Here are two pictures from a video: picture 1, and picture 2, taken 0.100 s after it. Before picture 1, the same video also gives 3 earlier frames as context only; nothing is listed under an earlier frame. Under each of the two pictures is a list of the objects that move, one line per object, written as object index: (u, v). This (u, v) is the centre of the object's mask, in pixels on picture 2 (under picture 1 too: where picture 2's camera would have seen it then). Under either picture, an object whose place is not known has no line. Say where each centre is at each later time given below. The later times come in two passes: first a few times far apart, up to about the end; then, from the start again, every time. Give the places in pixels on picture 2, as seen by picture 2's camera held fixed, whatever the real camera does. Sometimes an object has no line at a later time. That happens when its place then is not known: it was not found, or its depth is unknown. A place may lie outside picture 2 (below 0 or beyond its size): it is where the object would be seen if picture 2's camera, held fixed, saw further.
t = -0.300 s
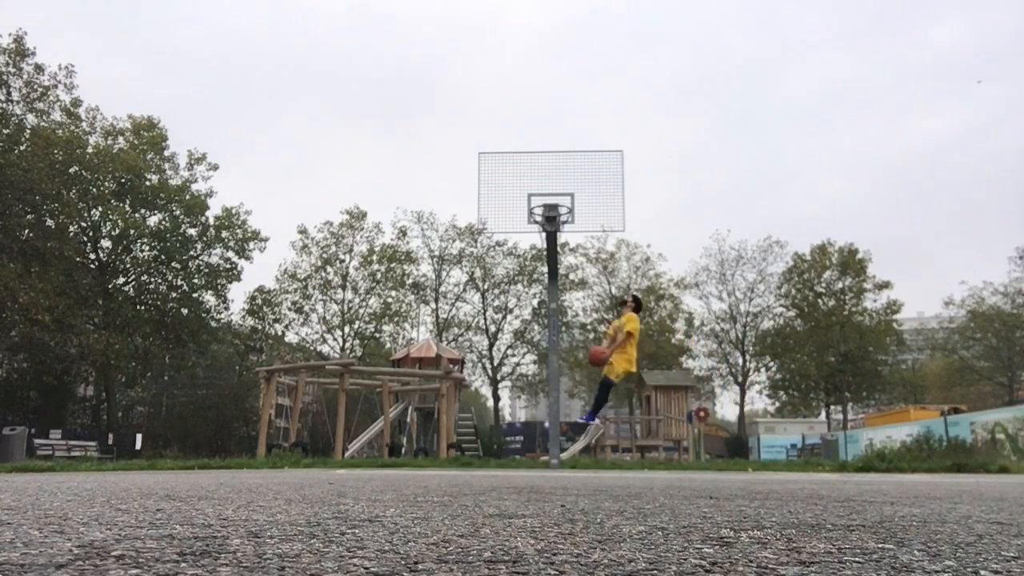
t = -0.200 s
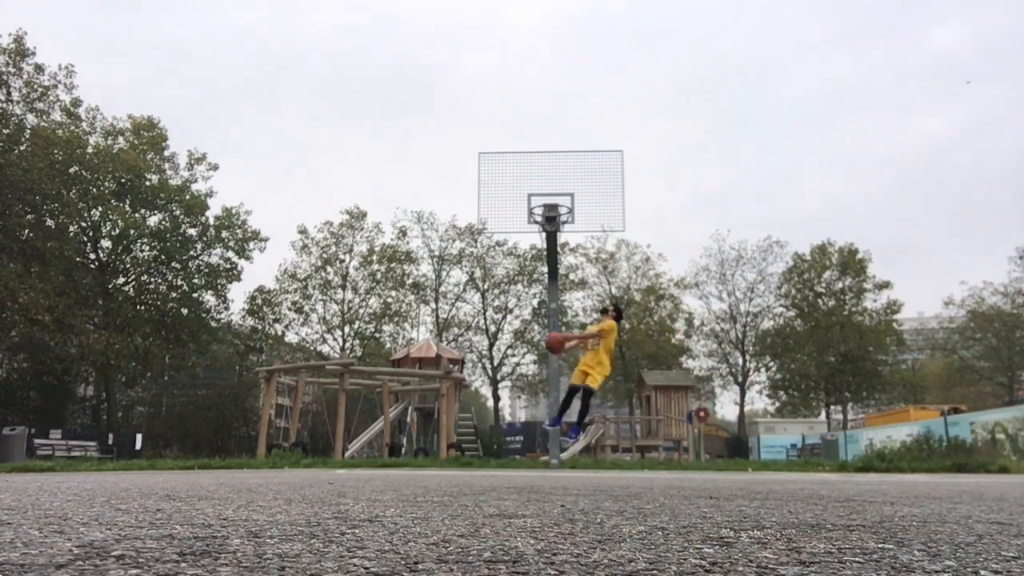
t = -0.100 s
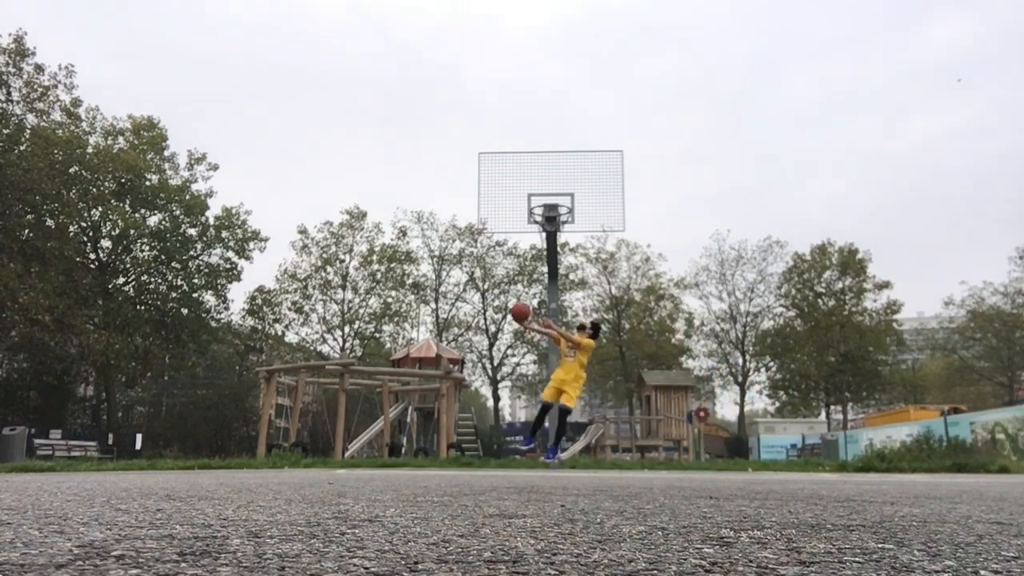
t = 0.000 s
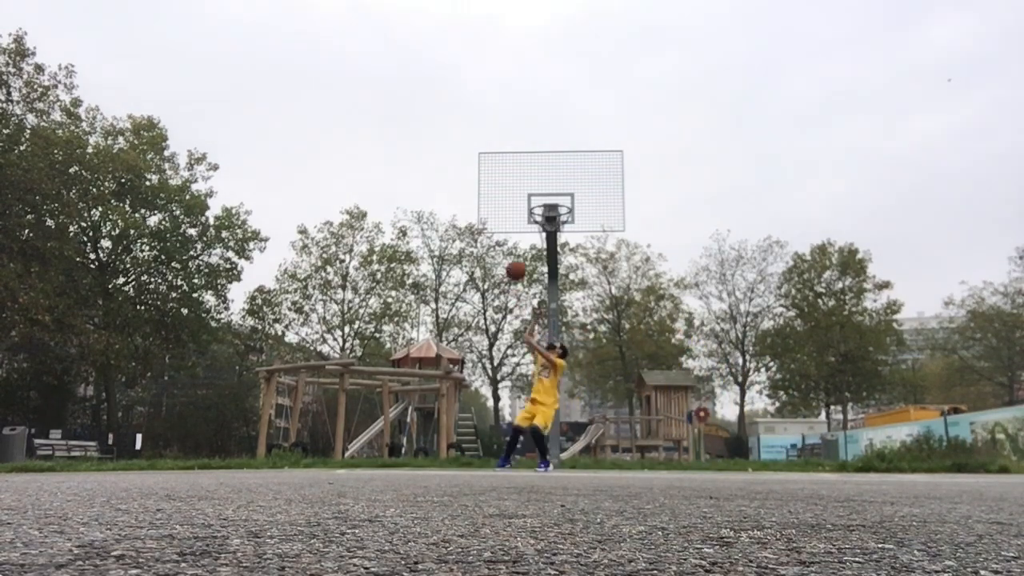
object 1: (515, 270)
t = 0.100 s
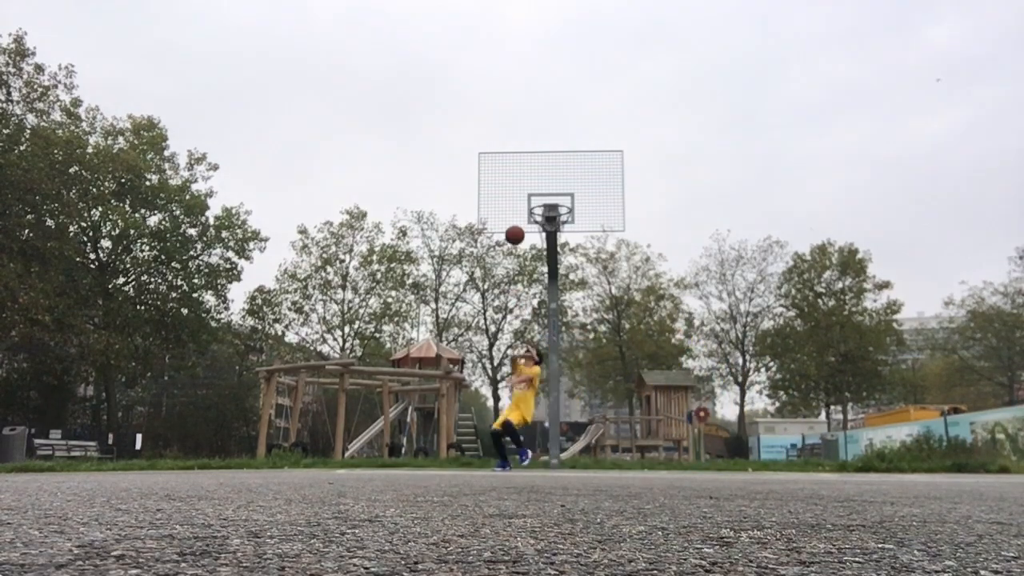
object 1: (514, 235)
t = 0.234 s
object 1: (513, 202)
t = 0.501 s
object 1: (508, 178)
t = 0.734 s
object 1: (505, 202)
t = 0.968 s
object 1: (502, 270)
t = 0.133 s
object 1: (514, 225)
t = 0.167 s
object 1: (514, 216)
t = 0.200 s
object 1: (513, 208)
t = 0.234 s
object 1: (513, 202)
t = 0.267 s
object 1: (512, 195)
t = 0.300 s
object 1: (512, 190)
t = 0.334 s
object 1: (511, 186)
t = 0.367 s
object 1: (510, 183)
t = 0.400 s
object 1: (510, 180)
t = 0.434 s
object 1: (509, 179)
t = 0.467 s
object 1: (508, 178)
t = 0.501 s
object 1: (508, 178)
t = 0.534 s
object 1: (508, 179)
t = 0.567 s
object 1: (507, 181)
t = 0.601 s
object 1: (507, 183)
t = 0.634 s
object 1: (506, 187)
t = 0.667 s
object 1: (506, 191)
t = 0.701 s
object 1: (505, 196)
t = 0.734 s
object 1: (505, 202)
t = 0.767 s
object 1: (504, 209)
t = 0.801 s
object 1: (504, 217)
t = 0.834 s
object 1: (503, 226)
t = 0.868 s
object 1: (503, 235)
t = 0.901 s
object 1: (503, 246)
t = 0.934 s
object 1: (502, 258)
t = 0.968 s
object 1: (502, 270)
